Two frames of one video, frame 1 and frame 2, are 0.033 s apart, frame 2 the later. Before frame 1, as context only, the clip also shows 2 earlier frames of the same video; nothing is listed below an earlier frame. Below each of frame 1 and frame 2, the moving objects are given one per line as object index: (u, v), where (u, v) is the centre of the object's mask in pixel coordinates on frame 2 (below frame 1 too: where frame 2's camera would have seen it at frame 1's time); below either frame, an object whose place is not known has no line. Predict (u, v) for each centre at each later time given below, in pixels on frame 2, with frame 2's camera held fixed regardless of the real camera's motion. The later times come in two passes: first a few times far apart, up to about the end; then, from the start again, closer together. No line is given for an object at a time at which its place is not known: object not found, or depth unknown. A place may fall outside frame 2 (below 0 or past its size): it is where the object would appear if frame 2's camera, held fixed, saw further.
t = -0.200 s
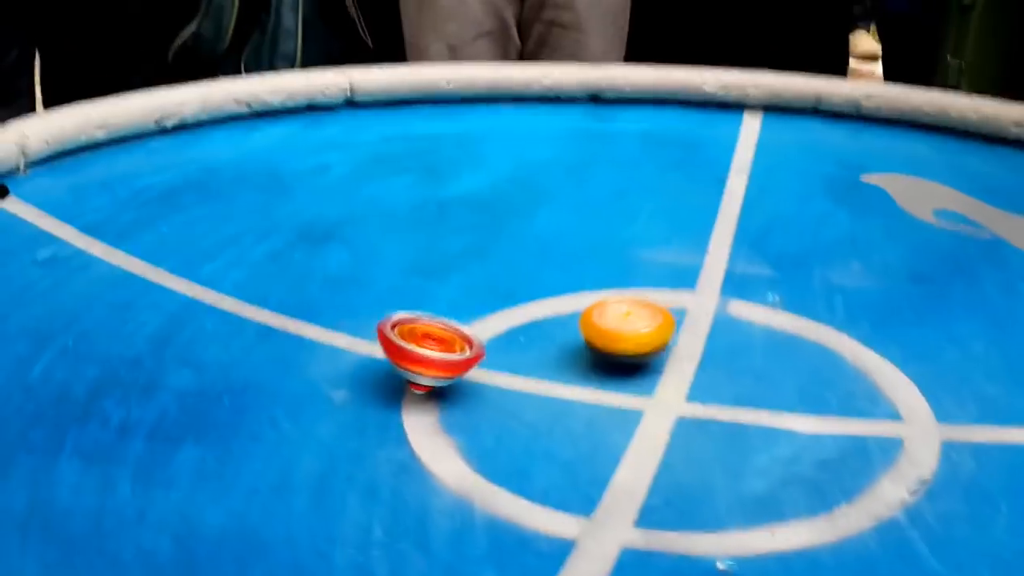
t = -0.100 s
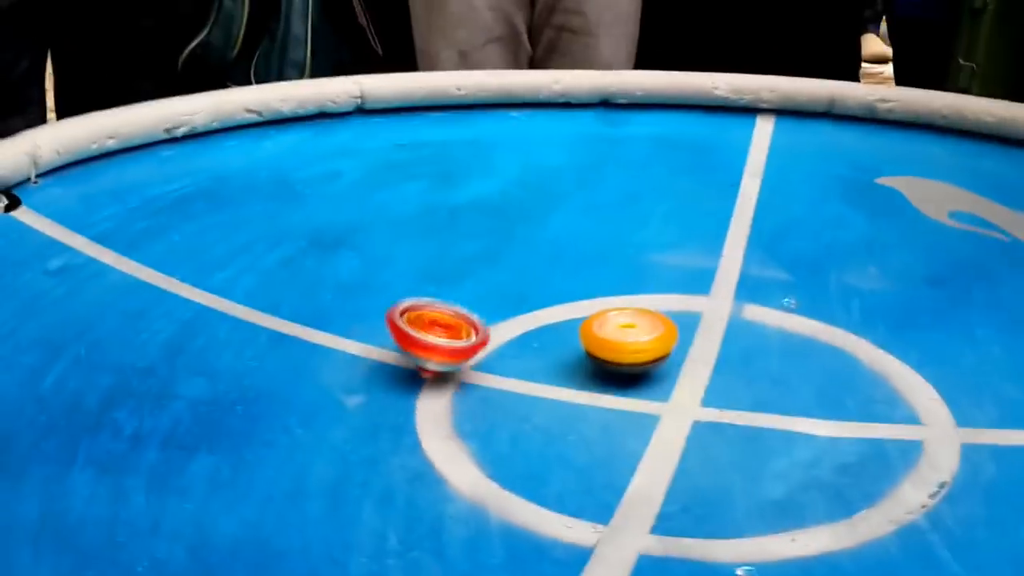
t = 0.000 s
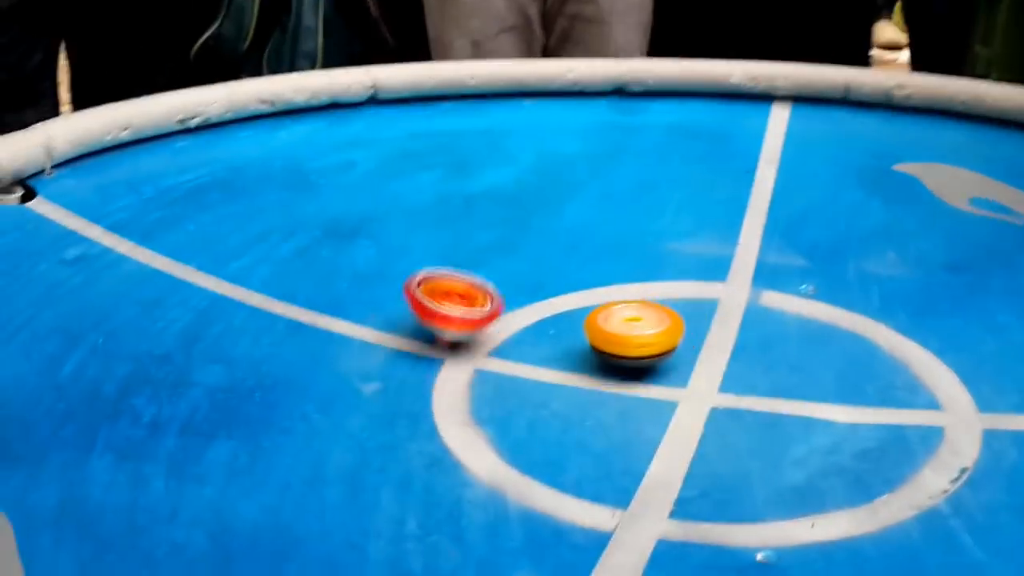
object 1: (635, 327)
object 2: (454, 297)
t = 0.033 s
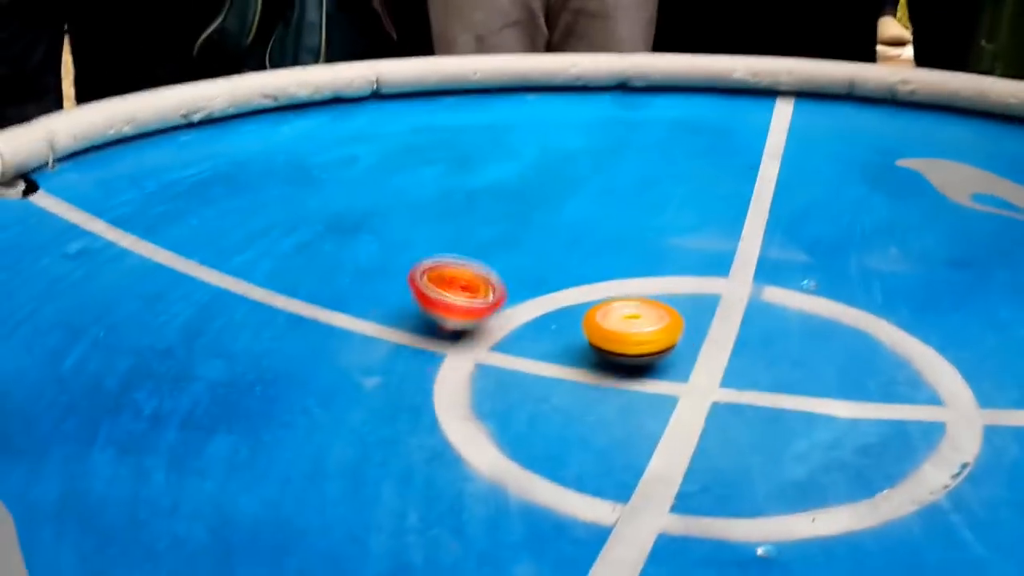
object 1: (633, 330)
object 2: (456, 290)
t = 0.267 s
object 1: (625, 351)
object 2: (479, 262)
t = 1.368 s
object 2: (792, 325)
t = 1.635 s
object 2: (835, 382)
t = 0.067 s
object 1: (630, 333)
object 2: (458, 286)
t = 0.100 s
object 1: (628, 336)
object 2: (461, 281)
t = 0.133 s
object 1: (627, 338)
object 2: (464, 276)
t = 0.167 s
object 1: (626, 341)
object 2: (466, 272)
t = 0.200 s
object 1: (625, 345)
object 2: (470, 269)
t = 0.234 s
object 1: (625, 349)
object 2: (474, 265)
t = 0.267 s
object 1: (625, 351)
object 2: (479, 262)
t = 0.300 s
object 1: (625, 353)
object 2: (484, 259)
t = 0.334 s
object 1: (626, 357)
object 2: (490, 256)
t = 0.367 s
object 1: (629, 359)
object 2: (497, 254)
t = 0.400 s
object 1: (631, 361)
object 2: (503, 253)
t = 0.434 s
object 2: (510, 251)
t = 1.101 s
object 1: (661, 361)
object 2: (713, 284)
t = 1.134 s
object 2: (723, 289)
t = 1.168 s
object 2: (734, 293)
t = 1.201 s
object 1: (653, 355)
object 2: (744, 298)
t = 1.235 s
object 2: (755, 303)
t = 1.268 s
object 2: (765, 309)
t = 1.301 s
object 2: (774, 314)
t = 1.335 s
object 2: (784, 319)
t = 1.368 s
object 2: (792, 325)
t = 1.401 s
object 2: (800, 331)
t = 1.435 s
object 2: (808, 337)
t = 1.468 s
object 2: (815, 343)
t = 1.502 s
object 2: (821, 349)
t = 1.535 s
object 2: (825, 356)
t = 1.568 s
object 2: (828, 365)
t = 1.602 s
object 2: (831, 374)
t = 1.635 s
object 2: (835, 382)
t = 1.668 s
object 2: (840, 390)
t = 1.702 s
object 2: (842, 398)
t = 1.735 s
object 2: (843, 405)
